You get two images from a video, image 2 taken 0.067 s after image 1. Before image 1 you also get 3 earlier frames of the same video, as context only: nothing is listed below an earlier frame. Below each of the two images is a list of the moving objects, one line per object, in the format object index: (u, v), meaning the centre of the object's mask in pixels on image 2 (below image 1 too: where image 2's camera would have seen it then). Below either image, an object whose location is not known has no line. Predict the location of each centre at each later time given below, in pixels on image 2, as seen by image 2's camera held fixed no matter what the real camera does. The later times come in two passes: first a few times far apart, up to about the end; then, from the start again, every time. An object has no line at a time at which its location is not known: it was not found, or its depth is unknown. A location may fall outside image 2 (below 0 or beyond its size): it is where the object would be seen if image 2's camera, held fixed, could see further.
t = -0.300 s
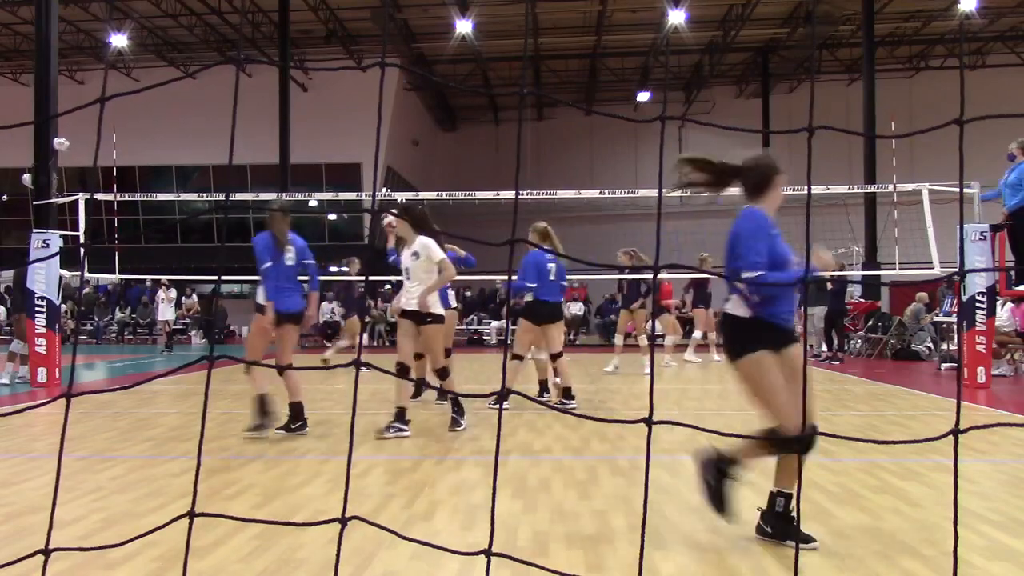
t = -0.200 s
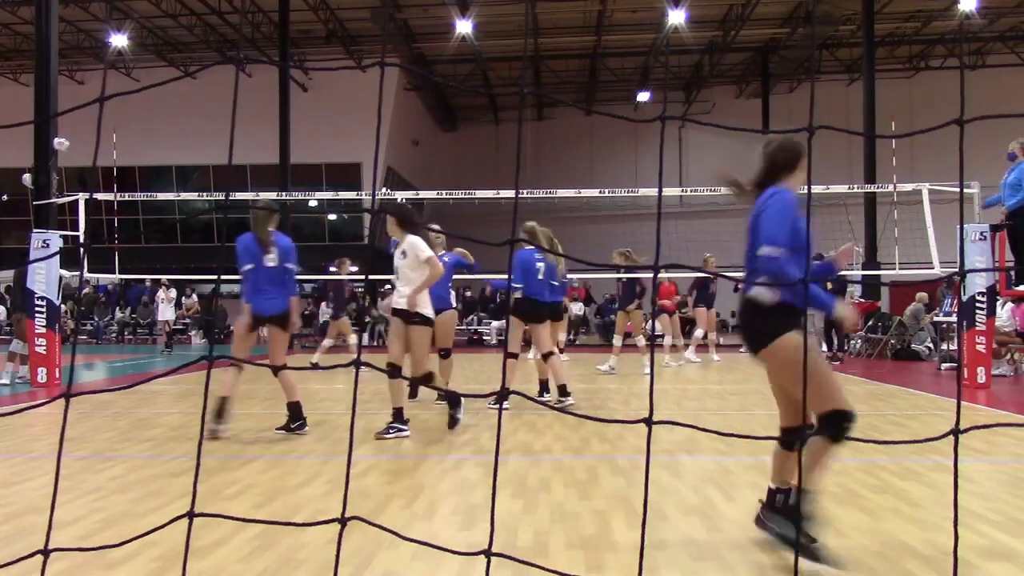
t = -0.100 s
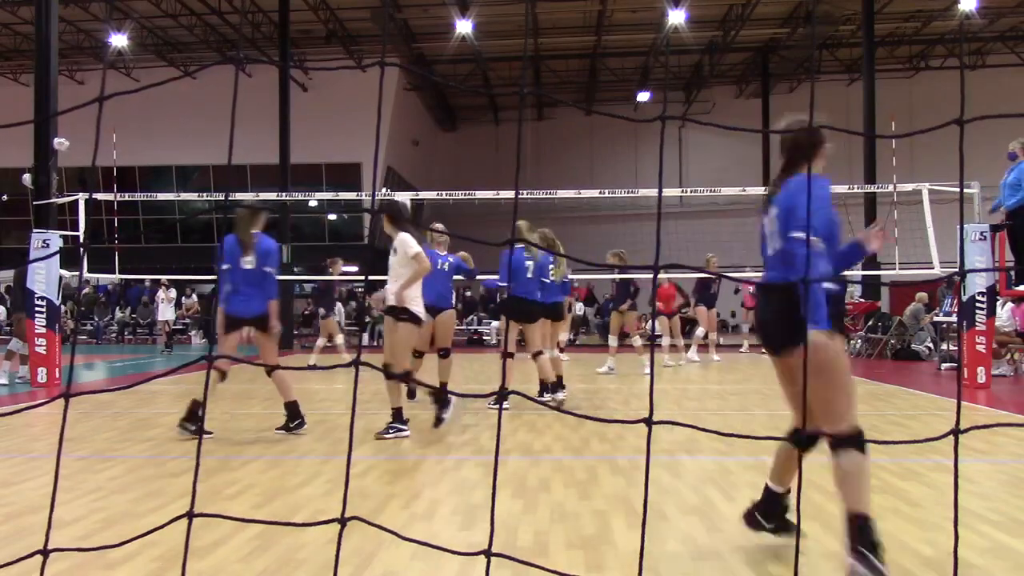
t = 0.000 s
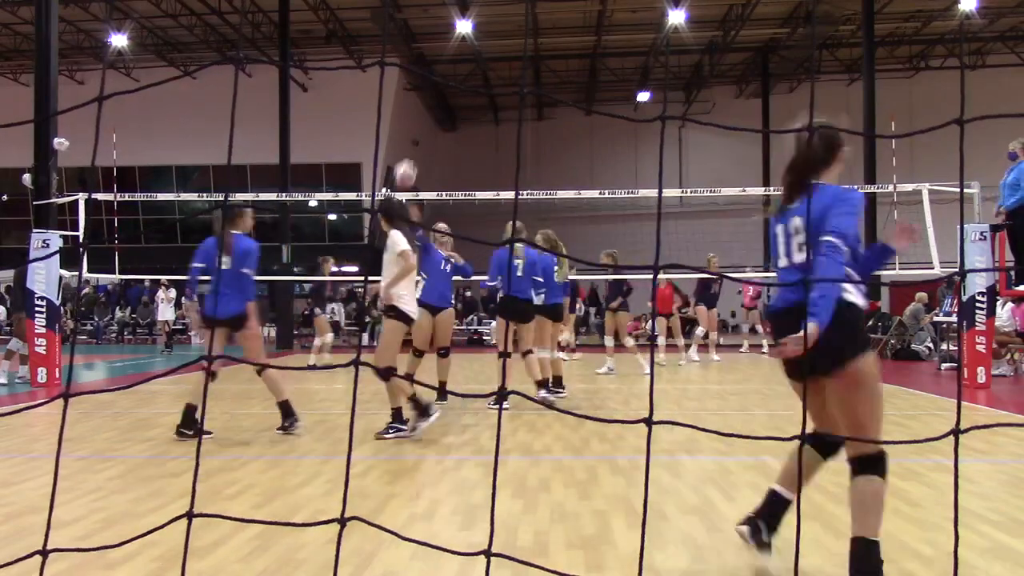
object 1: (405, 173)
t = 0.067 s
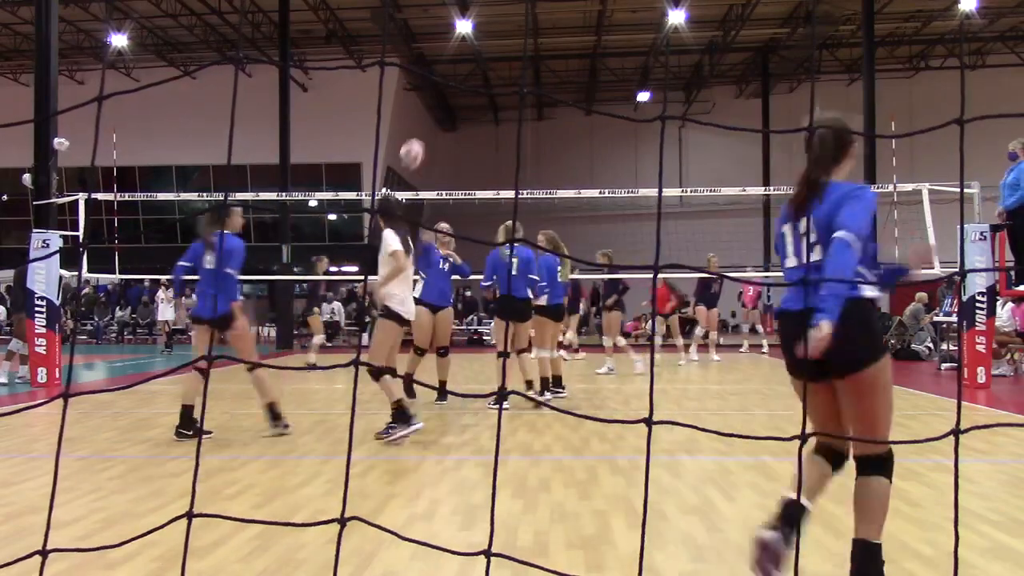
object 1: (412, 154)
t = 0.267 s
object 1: (444, 115)
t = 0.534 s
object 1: (523, 139)
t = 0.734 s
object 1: (631, 289)
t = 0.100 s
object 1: (416, 145)
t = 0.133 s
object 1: (421, 137)
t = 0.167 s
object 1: (426, 130)
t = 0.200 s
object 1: (431, 124)
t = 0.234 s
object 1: (437, 119)
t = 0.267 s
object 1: (444, 115)
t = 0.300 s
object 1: (451, 112)
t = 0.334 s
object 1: (458, 110)
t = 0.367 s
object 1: (468, 110)
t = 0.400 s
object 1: (477, 112)
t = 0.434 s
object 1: (487, 115)
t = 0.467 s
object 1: (497, 120)
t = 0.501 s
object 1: (509, 128)
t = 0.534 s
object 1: (523, 139)
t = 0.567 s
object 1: (539, 154)
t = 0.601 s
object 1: (552, 168)
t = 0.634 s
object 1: (570, 193)
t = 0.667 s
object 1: (588, 222)
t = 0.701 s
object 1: (609, 241)
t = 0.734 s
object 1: (631, 289)
